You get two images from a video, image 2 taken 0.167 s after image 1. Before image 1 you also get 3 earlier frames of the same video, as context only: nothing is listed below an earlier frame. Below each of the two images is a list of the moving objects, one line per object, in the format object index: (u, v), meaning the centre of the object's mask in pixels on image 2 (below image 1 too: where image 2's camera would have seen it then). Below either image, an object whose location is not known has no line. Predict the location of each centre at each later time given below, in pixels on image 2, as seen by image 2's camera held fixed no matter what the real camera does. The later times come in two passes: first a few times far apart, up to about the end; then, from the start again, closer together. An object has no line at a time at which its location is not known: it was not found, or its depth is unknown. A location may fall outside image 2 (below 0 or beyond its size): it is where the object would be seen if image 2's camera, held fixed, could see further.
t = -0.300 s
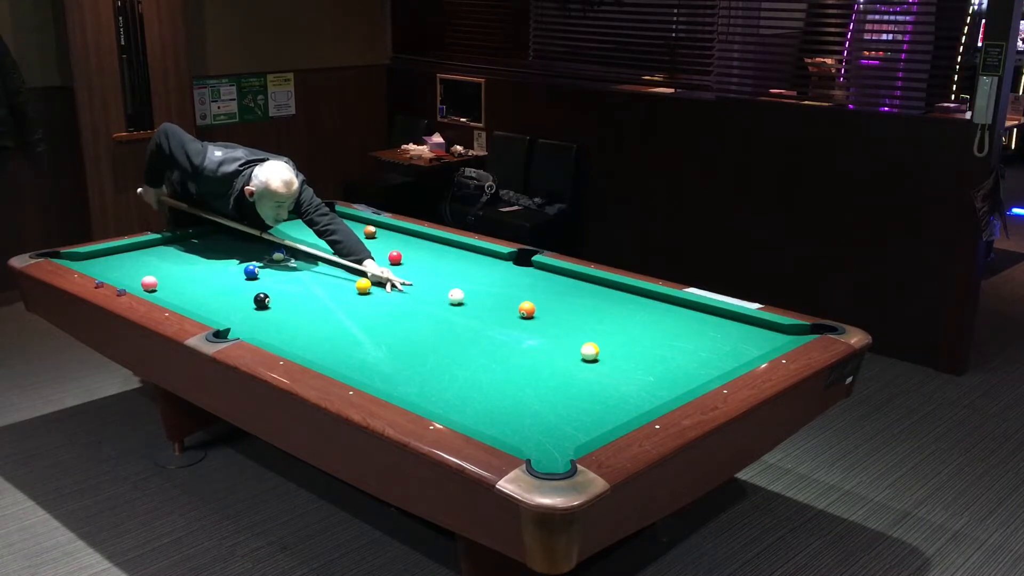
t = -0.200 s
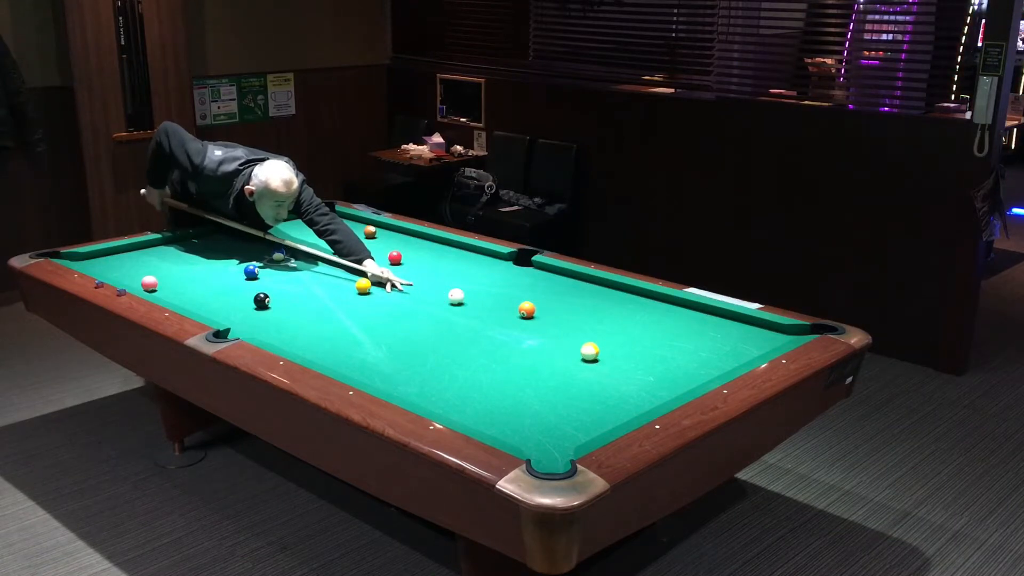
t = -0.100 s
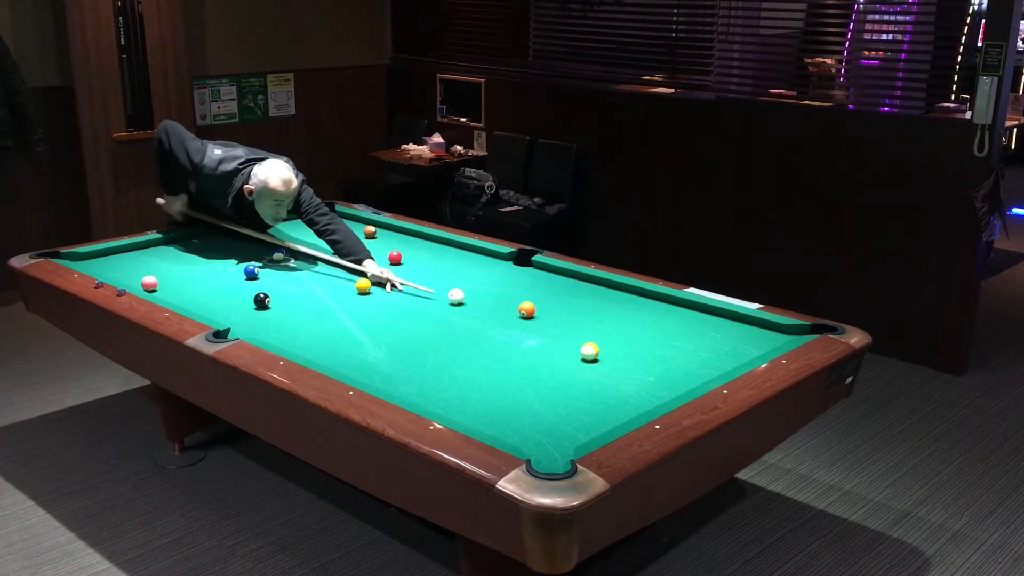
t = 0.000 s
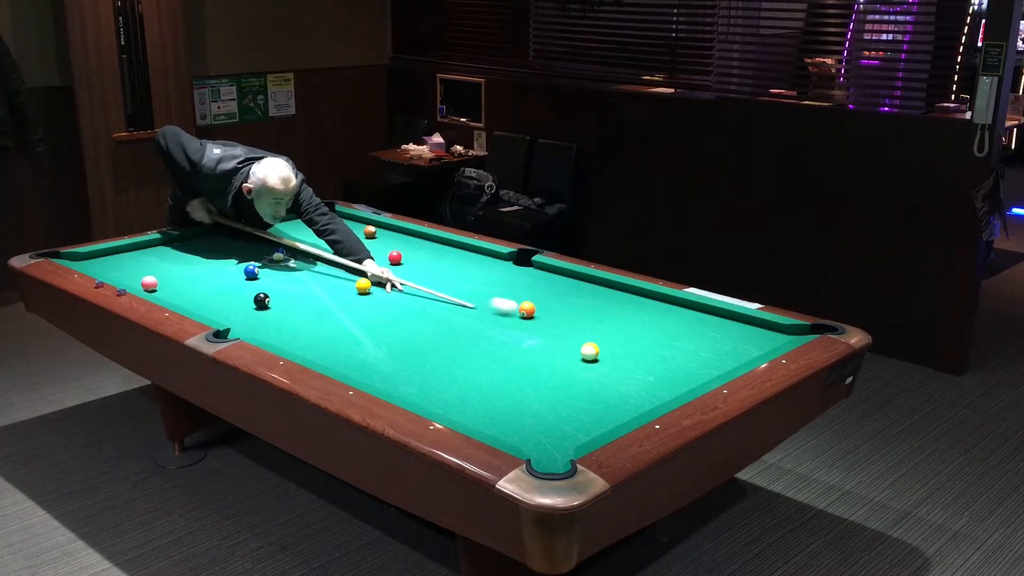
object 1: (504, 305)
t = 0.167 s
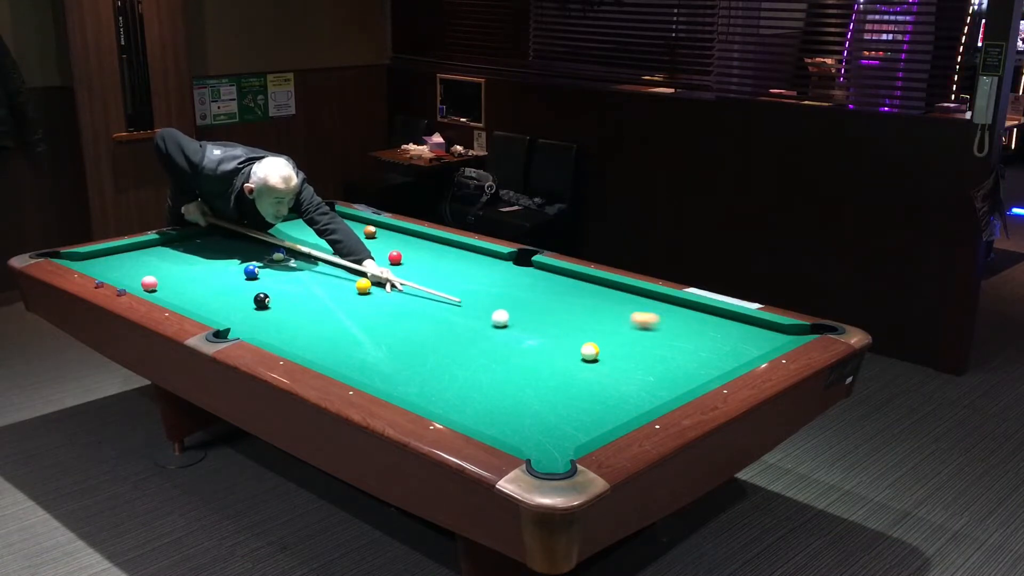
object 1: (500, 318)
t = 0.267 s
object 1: (492, 323)
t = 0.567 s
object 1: (467, 339)
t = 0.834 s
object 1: (444, 353)
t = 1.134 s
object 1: (418, 370)
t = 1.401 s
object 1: (395, 384)
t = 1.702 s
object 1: (398, 384)
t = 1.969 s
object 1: (409, 377)
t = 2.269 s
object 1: (419, 372)
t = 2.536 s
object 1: (426, 367)
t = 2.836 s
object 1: (432, 363)
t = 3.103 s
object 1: (436, 361)
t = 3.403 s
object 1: (439, 359)
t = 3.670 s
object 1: (441, 357)
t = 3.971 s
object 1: (443, 357)
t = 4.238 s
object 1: (443, 357)
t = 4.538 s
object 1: (443, 357)
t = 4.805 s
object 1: (443, 357)
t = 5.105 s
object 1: (443, 357)
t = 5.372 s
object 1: (443, 357)
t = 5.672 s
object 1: (443, 357)
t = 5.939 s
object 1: (443, 357)
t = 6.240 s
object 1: (443, 357)
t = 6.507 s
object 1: (443, 357)
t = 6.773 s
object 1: (443, 357)
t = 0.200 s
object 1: (497, 320)
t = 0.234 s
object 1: (495, 321)
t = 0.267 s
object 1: (492, 323)
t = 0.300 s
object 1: (489, 325)
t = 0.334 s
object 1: (486, 326)
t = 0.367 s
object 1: (484, 328)
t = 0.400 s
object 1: (481, 330)
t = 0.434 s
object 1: (478, 332)
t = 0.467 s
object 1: (475, 333)
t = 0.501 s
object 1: (472, 335)
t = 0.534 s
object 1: (470, 337)
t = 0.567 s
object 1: (467, 339)
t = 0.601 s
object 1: (464, 340)
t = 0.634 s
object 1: (461, 342)
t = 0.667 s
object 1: (458, 344)
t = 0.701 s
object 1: (456, 346)
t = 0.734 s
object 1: (453, 347)
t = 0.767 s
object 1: (450, 349)
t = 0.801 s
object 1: (447, 351)
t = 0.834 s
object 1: (444, 353)
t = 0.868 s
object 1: (441, 355)
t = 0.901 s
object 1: (439, 357)
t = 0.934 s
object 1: (436, 358)
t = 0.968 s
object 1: (433, 360)
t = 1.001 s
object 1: (430, 362)
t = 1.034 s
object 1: (427, 364)
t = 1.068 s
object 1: (424, 366)
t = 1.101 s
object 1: (421, 368)
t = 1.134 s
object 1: (418, 370)
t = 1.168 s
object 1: (415, 372)
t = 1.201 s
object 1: (412, 373)
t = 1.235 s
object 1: (409, 375)
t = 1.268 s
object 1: (406, 377)
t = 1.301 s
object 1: (403, 379)
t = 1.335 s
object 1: (400, 381)
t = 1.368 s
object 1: (397, 383)
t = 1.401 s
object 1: (395, 384)
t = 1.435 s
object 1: (392, 385)
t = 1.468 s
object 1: (389, 386)
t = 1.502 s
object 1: (389, 386)
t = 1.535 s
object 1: (391, 385)
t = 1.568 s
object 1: (393, 385)
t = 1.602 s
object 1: (394, 385)
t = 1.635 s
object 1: (396, 384)
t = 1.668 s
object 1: (397, 384)
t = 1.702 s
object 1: (398, 384)
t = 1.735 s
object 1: (399, 383)
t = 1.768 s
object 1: (401, 382)
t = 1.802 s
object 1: (402, 381)
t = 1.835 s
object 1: (403, 380)
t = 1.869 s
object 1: (405, 380)
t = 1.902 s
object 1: (406, 379)
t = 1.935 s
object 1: (407, 378)
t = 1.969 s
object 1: (409, 377)
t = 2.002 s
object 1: (410, 377)
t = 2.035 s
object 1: (411, 376)
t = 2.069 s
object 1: (412, 376)
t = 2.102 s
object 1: (413, 375)
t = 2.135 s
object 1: (414, 374)
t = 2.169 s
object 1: (416, 373)
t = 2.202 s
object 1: (417, 373)
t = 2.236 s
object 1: (418, 372)
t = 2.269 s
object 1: (419, 372)
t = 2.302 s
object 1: (420, 371)
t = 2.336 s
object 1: (421, 370)
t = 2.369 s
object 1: (421, 370)
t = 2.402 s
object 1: (422, 369)
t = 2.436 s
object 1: (423, 369)
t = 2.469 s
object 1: (424, 368)
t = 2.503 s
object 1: (425, 368)
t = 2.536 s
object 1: (426, 367)
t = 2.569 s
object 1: (426, 367)
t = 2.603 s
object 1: (427, 366)
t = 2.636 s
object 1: (428, 366)
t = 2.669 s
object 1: (428, 366)
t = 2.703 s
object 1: (429, 365)
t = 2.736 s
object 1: (430, 365)
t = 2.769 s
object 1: (431, 364)
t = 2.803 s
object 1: (431, 364)
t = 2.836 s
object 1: (432, 363)
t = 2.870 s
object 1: (432, 363)
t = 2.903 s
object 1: (433, 363)
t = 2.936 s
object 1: (434, 362)
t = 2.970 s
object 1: (434, 362)
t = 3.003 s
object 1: (435, 362)
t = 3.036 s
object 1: (435, 361)
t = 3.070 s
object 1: (436, 361)
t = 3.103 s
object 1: (436, 361)
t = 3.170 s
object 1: (437, 360)
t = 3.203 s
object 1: (437, 360)
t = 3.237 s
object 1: (437, 360)
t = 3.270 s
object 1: (438, 359)
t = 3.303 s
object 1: (438, 359)
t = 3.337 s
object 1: (439, 359)
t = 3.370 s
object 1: (439, 359)
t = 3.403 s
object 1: (439, 359)
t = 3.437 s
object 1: (440, 358)
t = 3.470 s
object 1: (440, 358)
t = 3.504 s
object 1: (440, 358)
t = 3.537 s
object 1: (440, 358)
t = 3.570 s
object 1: (441, 358)
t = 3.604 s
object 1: (441, 357)
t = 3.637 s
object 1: (441, 357)
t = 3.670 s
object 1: (441, 357)
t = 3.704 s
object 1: (442, 357)
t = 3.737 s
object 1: (442, 357)
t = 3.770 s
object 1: (442, 357)
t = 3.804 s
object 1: (442, 357)
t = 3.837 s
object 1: (442, 357)
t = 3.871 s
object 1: (442, 357)
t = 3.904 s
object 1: (443, 357)
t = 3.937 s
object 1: (443, 357)
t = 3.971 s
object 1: (443, 357)
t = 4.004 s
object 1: (443, 356)
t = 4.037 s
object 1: (443, 356)
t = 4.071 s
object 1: (443, 356)
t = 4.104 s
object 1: (443, 357)
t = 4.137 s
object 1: (443, 357)
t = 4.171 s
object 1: (443, 357)
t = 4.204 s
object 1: (443, 357)
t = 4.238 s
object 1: (443, 357)
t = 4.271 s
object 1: (443, 357)
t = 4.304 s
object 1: (443, 357)
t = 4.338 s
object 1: (443, 357)
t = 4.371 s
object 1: (443, 357)
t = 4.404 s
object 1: (443, 357)
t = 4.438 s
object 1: (443, 357)
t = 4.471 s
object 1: (443, 357)
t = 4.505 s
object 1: (443, 357)
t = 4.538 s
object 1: (443, 357)
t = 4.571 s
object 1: (443, 357)
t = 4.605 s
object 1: (443, 357)
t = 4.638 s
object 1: (443, 357)
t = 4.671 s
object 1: (443, 357)
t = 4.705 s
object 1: (443, 357)
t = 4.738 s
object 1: (443, 357)
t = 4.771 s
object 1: (443, 357)
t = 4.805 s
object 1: (443, 357)
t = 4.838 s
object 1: (443, 357)
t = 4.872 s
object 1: (443, 357)
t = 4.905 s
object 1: (443, 357)
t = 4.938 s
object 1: (443, 357)
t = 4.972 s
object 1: (443, 357)
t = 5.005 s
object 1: (443, 357)
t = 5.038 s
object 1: (443, 357)
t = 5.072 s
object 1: (443, 357)
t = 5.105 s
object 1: (443, 357)
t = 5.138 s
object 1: (443, 357)
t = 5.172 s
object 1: (443, 357)
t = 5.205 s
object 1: (443, 357)
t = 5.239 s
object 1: (443, 357)
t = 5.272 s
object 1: (443, 357)
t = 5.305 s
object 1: (443, 357)
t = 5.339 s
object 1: (443, 357)
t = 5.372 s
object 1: (443, 357)
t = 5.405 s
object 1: (443, 357)
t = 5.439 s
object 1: (443, 357)
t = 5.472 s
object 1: (443, 357)
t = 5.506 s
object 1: (443, 357)
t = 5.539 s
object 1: (443, 357)
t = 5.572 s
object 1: (443, 357)
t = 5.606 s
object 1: (443, 357)
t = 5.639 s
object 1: (443, 357)
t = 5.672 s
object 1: (443, 357)
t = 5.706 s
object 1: (443, 357)
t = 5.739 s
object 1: (443, 357)
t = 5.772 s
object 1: (443, 357)
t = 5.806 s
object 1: (443, 357)
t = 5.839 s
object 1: (443, 357)
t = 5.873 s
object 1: (443, 357)
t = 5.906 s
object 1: (443, 357)
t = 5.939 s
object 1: (443, 357)
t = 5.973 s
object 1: (443, 357)
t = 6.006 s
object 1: (443, 357)
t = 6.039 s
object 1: (443, 357)
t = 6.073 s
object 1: (443, 357)
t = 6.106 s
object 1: (443, 357)
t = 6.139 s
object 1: (443, 357)
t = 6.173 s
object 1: (443, 357)
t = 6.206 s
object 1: (443, 357)
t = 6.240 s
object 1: (443, 357)
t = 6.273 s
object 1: (443, 357)
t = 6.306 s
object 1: (443, 357)
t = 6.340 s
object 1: (443, 357)
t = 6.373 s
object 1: (443, 357)
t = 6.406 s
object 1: (443, 357)
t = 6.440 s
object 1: (443, 357)
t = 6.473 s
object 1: (443, 357)
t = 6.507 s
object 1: (443, 357)
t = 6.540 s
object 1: (443, 357)
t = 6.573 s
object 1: (443, 357)
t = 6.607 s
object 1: (443, 357)
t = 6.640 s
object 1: (443, 357)
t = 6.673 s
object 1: (443, 357)
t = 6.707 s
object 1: (443, 357)
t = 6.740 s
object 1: (443, 357)
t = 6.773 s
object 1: (443, 357)
